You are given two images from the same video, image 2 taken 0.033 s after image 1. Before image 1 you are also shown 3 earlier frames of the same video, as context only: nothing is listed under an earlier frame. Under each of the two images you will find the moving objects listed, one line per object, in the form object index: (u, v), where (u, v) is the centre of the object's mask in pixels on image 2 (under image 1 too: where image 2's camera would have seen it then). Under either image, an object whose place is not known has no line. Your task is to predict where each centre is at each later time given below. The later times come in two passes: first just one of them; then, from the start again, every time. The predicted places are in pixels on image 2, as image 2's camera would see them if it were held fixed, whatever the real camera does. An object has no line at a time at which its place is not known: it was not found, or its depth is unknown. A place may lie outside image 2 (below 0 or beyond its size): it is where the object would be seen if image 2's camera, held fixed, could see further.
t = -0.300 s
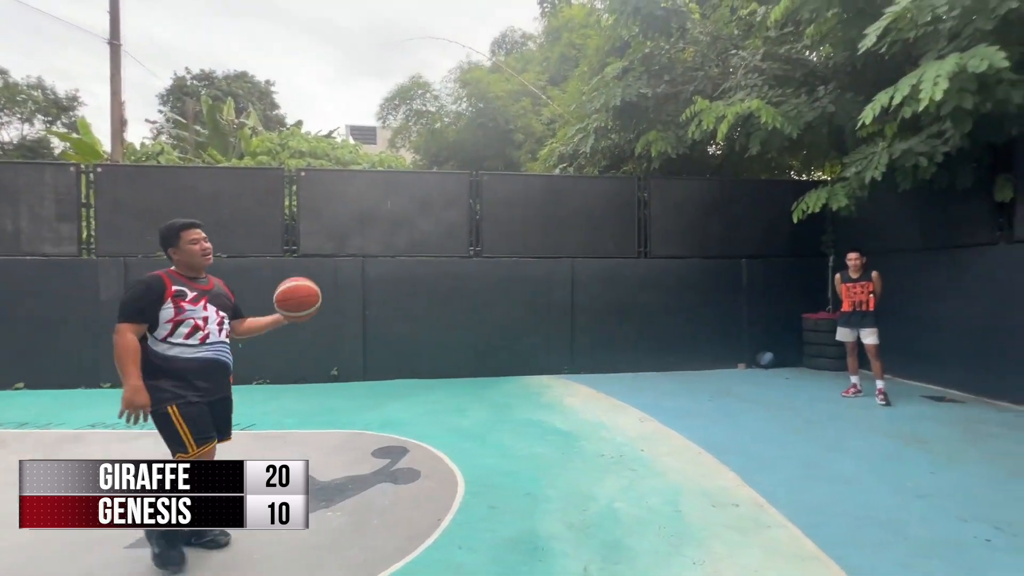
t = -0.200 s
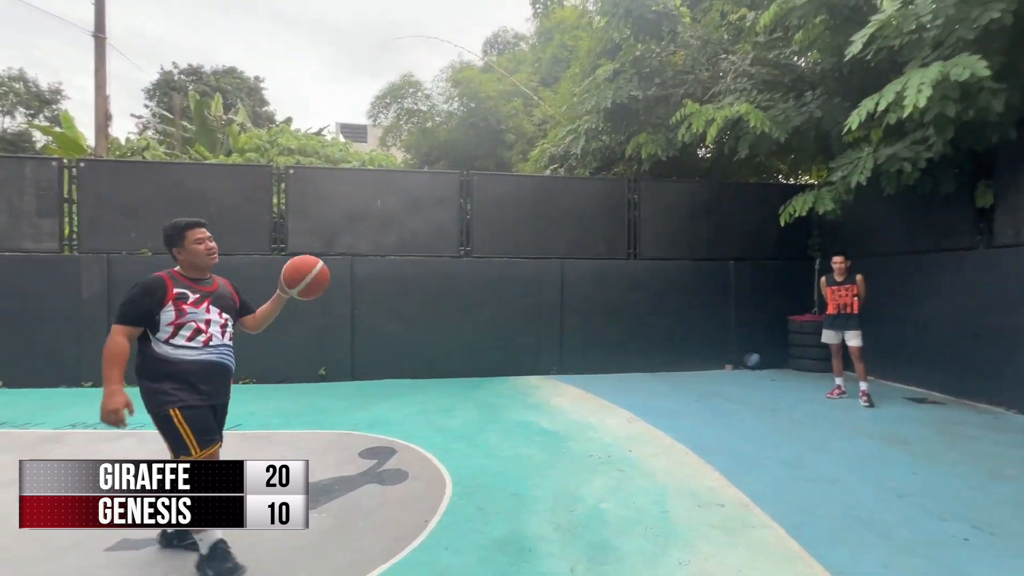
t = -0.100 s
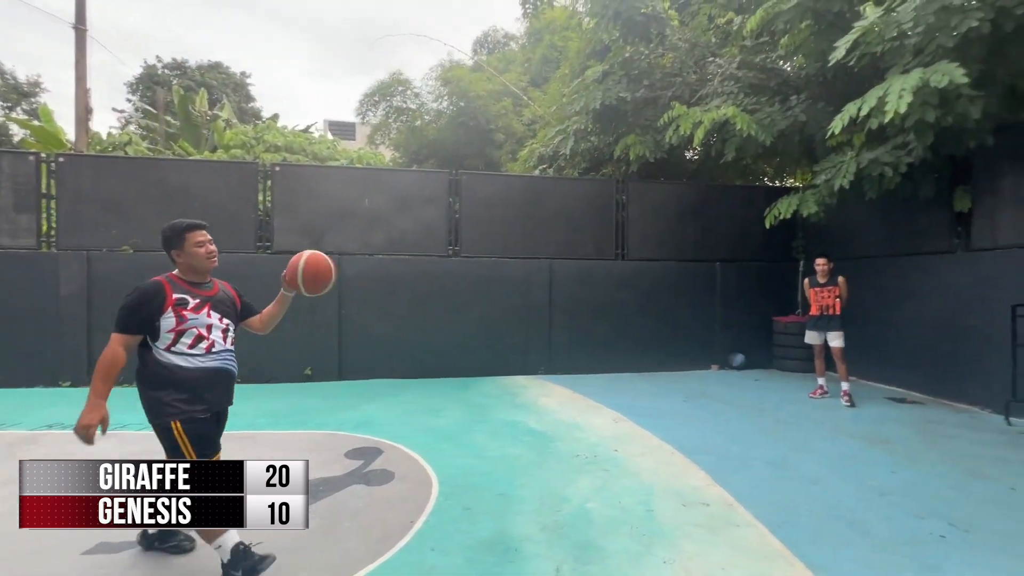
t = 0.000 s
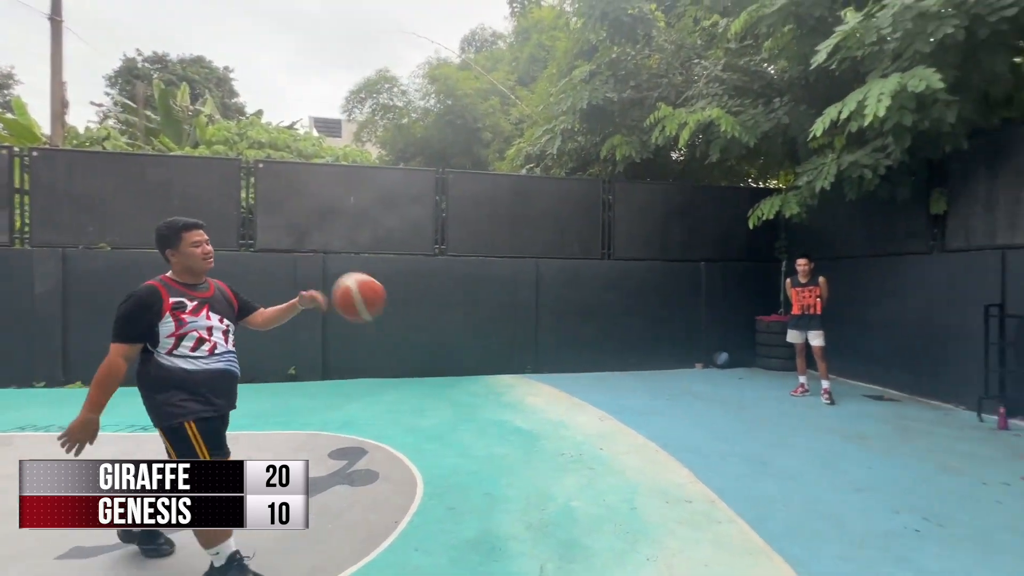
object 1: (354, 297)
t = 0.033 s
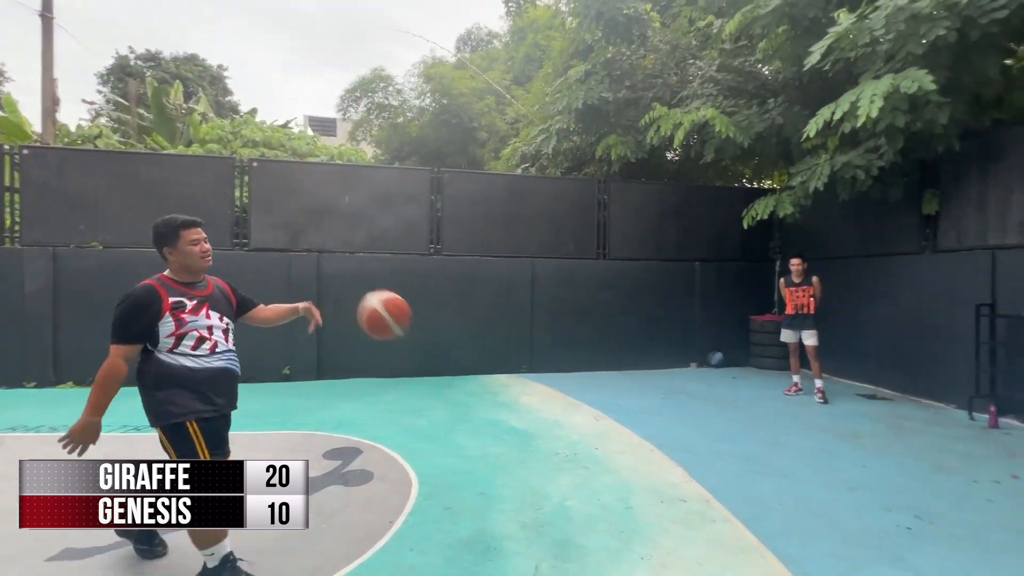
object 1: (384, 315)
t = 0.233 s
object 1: (584, 488)
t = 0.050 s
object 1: (400, 326)
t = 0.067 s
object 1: (415, 337)
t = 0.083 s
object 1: (431, 348)
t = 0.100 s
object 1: (447, 359)
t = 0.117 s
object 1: (462, 372)
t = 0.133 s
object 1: (479, 385)
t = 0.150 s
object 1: (496, 401)
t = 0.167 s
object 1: (514, 417)
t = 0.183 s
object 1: (530, 433)
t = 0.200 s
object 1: (548, 451)
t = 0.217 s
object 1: (565, 469)
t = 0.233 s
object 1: (584, 488)
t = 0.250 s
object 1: (601, 507)
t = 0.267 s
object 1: (620, 528)
